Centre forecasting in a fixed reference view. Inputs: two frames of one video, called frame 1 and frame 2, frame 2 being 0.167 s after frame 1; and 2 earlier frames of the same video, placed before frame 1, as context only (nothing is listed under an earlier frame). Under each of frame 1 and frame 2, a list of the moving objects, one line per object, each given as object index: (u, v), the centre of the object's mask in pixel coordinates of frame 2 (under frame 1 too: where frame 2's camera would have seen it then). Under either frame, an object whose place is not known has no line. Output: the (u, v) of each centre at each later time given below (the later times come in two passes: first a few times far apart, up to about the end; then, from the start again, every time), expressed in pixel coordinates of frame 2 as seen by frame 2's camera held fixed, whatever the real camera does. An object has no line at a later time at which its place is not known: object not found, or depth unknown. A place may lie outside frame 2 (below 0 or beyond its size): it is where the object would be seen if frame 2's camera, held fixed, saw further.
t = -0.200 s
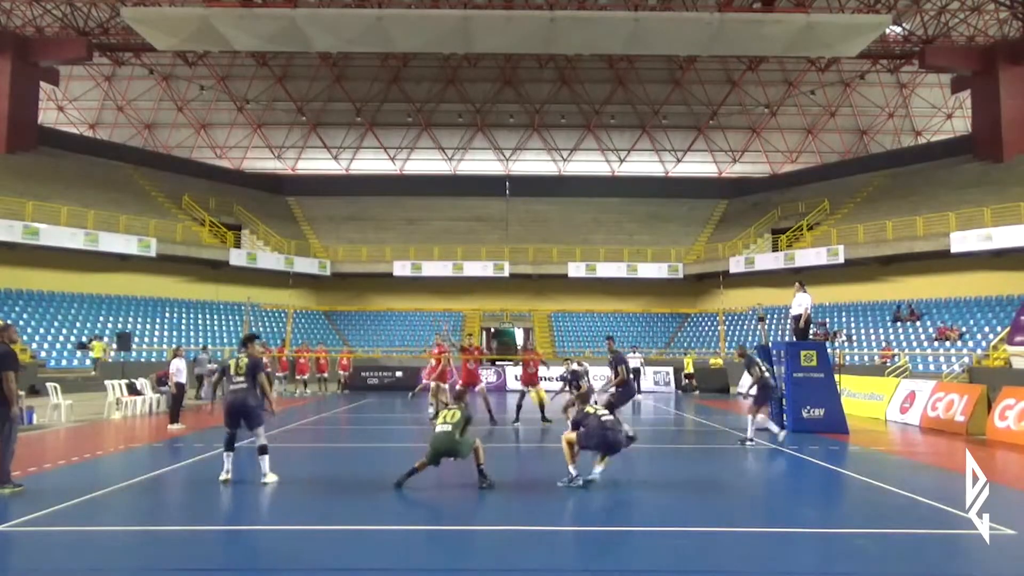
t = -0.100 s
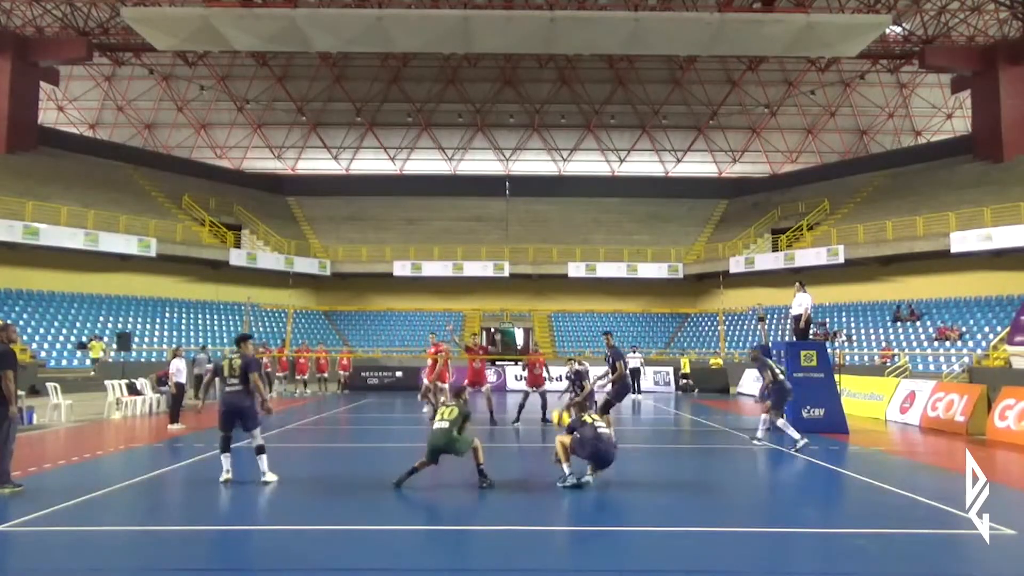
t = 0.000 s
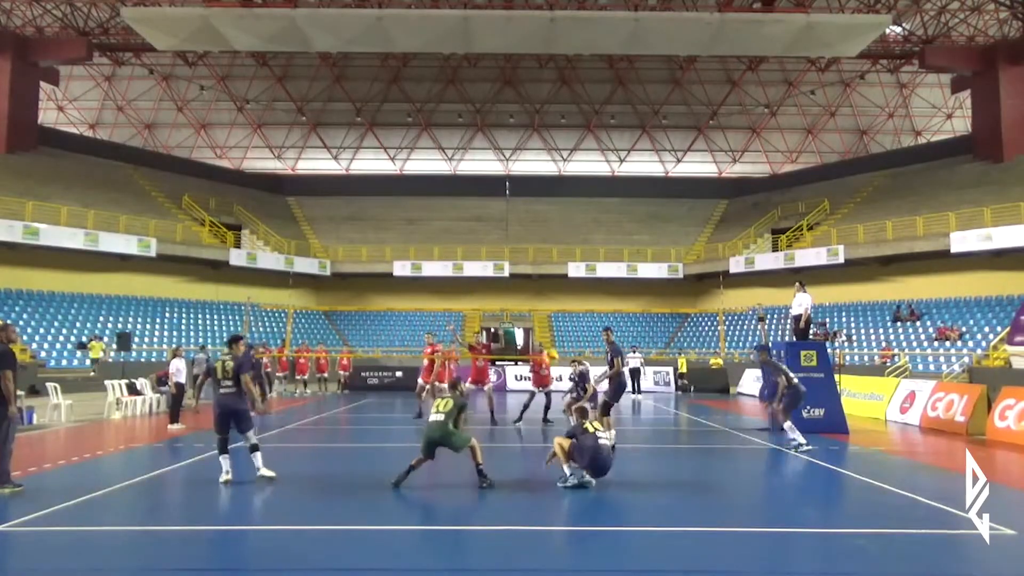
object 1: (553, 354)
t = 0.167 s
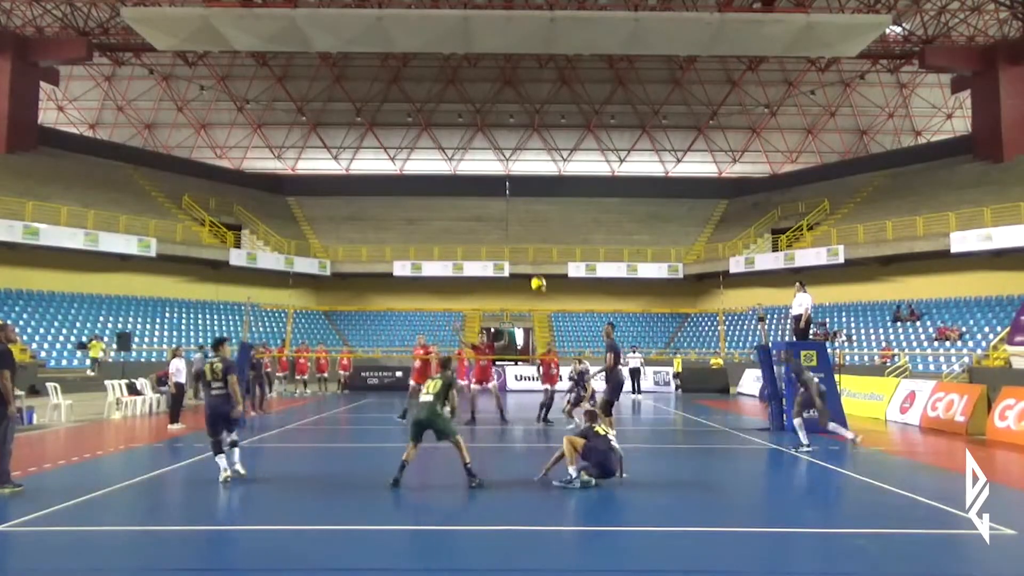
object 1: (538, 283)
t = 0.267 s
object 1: (532, 253)
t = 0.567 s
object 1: (518, 205)
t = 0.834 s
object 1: (507, 206)
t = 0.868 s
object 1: (506, 209)
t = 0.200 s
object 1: (536, 273)
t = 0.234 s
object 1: (534, 262)
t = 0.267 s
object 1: (532, 253)
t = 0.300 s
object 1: (530, 245)
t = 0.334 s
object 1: (528, 237)
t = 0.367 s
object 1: (527, 229)
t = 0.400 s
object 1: (525, 223)
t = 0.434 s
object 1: (523, 219)
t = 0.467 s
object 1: (521, 214)
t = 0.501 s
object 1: (521, 210)
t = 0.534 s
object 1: (519, 207)
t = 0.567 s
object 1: (518, 205)
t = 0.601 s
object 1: (516, 202)
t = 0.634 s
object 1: (515, 202)
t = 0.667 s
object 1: (514, 201)
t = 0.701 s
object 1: (513, 201)
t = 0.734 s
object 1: (511, 202)
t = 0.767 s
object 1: (510, 202)
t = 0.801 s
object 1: (509, 205)
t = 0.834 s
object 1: (507, 206)
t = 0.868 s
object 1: (506, 209)
